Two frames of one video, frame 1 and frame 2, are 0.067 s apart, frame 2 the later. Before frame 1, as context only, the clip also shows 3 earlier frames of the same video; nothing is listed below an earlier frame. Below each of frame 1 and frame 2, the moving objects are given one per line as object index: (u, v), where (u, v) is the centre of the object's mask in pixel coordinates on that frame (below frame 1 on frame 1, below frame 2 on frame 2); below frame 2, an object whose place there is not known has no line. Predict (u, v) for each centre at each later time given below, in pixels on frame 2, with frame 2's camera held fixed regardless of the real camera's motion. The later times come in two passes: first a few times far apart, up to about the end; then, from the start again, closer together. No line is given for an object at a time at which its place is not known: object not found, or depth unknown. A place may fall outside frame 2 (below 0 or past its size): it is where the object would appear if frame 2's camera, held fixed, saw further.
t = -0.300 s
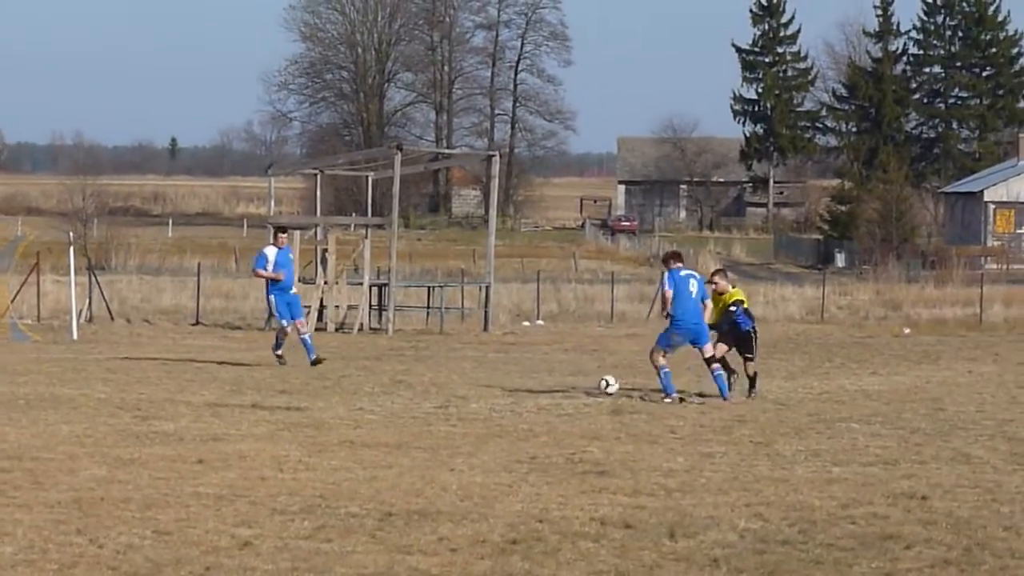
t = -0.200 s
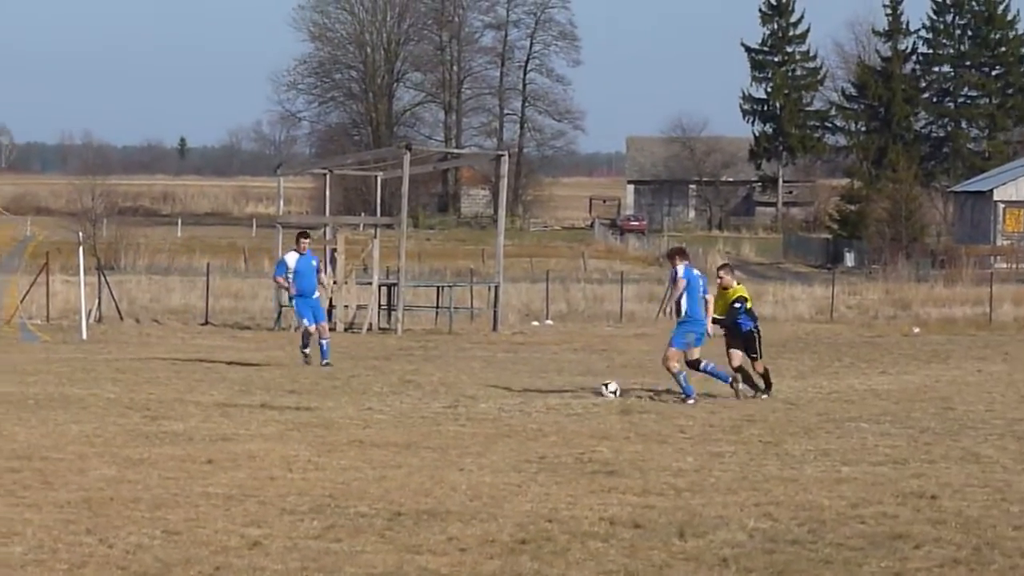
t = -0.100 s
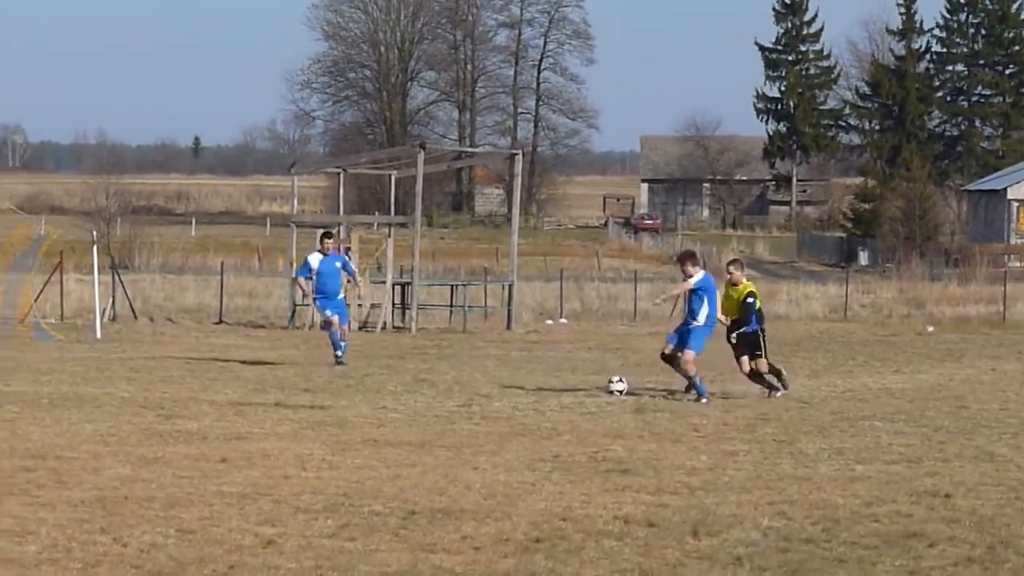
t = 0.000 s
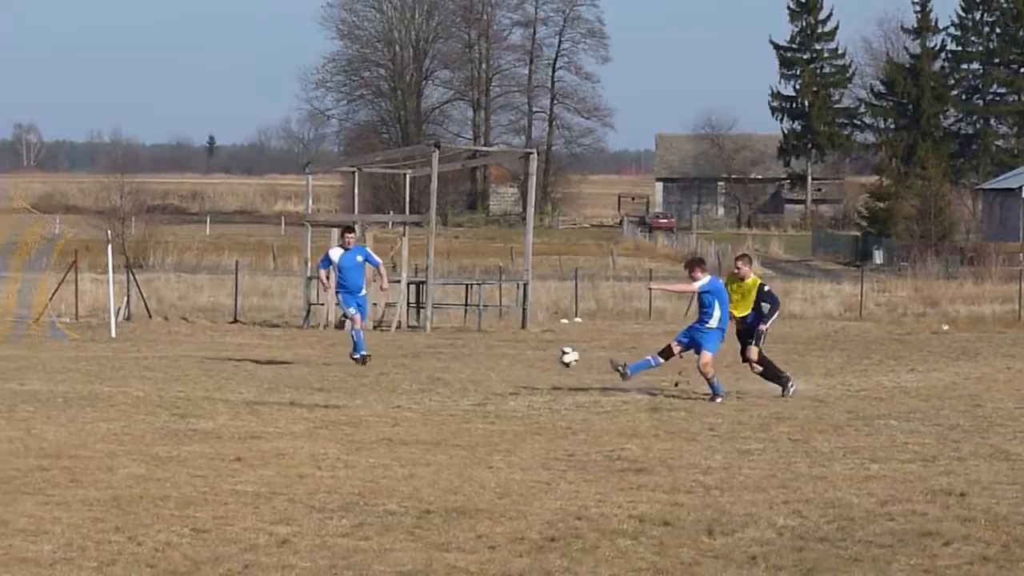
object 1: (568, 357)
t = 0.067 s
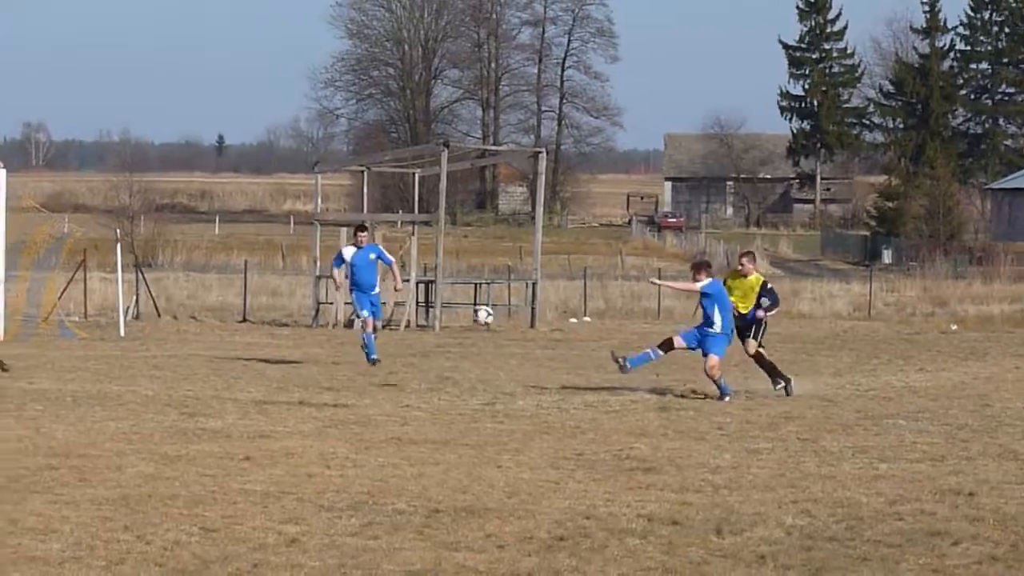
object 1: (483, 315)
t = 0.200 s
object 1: (296, 246)
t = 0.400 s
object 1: (6, 167)
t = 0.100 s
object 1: (436, 295)
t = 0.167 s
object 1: (341, 262)
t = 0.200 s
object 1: (296, 246)
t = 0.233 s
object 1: (248, 230)
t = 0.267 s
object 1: (200, 216)
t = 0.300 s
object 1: (153, 202)
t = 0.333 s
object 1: (105, 191)
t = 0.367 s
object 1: (56, 178)
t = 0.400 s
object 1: (6, 167)
